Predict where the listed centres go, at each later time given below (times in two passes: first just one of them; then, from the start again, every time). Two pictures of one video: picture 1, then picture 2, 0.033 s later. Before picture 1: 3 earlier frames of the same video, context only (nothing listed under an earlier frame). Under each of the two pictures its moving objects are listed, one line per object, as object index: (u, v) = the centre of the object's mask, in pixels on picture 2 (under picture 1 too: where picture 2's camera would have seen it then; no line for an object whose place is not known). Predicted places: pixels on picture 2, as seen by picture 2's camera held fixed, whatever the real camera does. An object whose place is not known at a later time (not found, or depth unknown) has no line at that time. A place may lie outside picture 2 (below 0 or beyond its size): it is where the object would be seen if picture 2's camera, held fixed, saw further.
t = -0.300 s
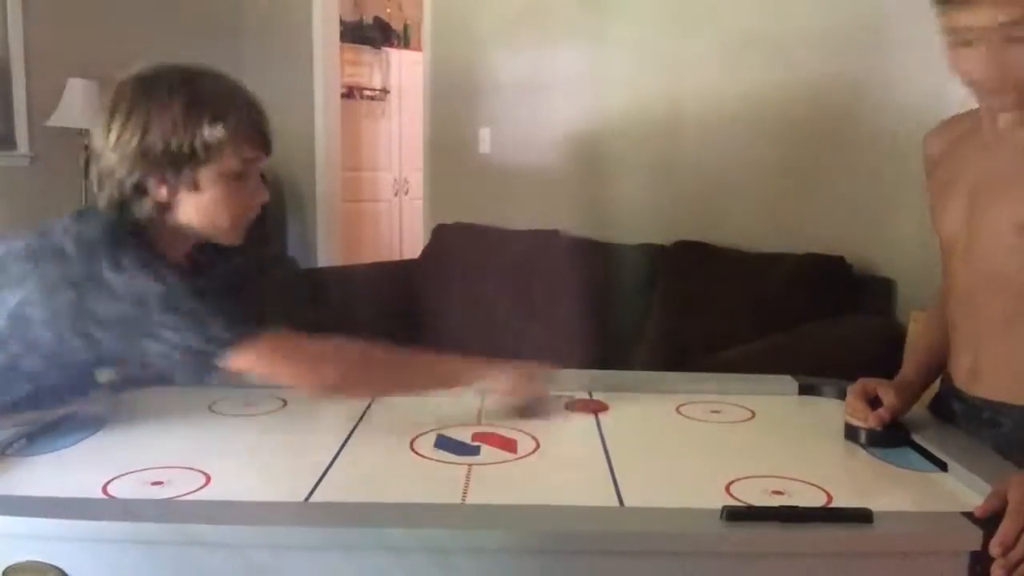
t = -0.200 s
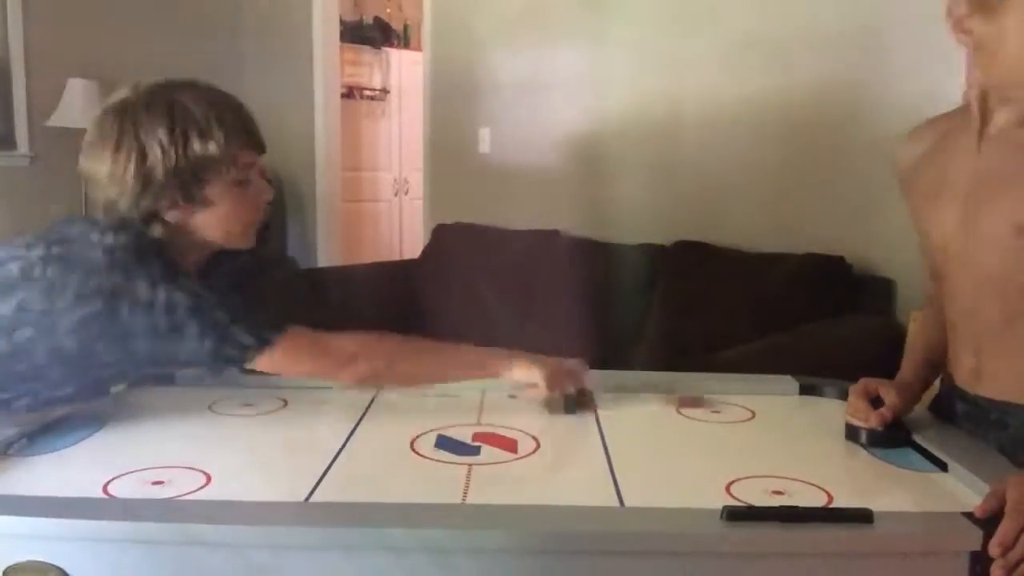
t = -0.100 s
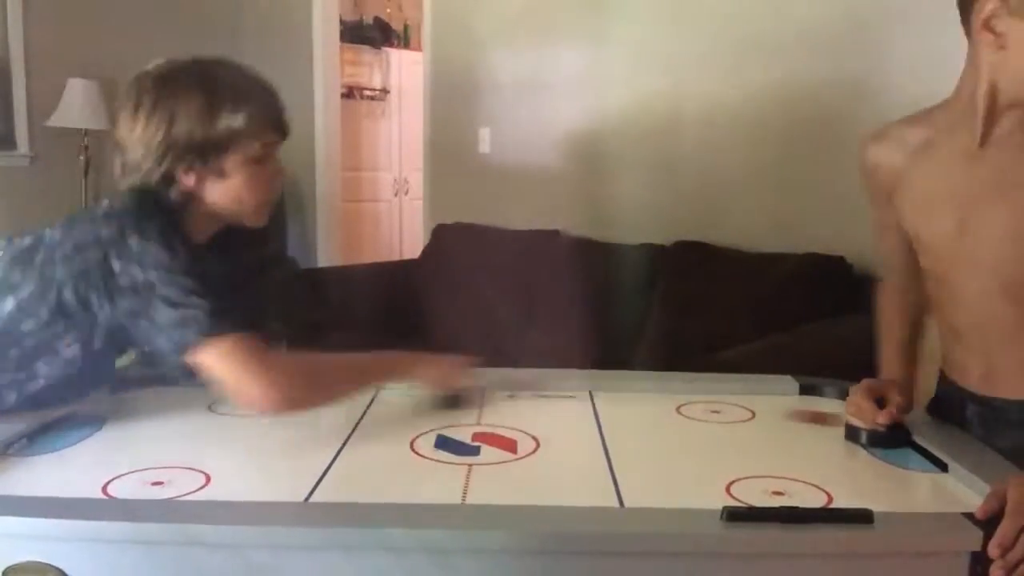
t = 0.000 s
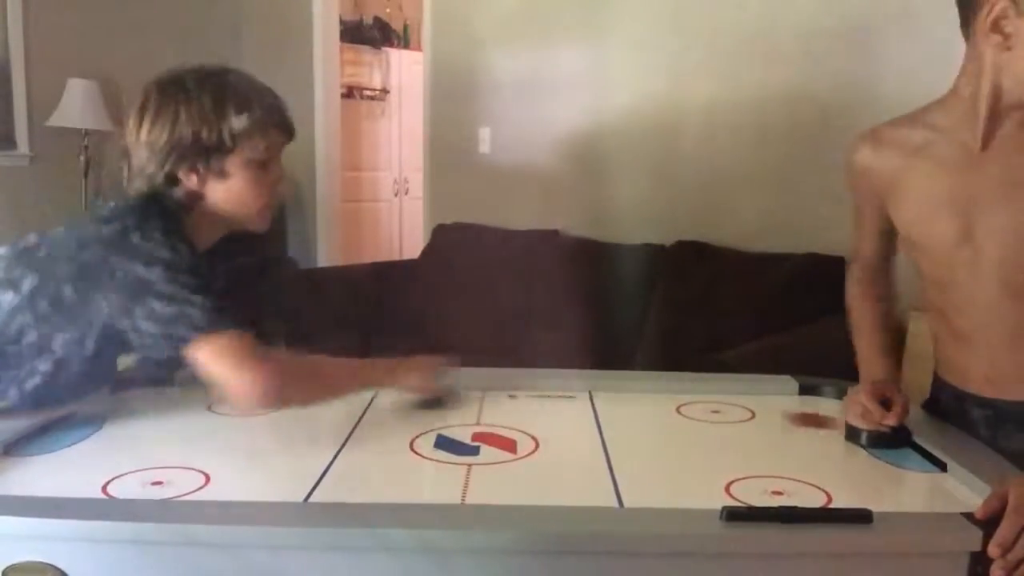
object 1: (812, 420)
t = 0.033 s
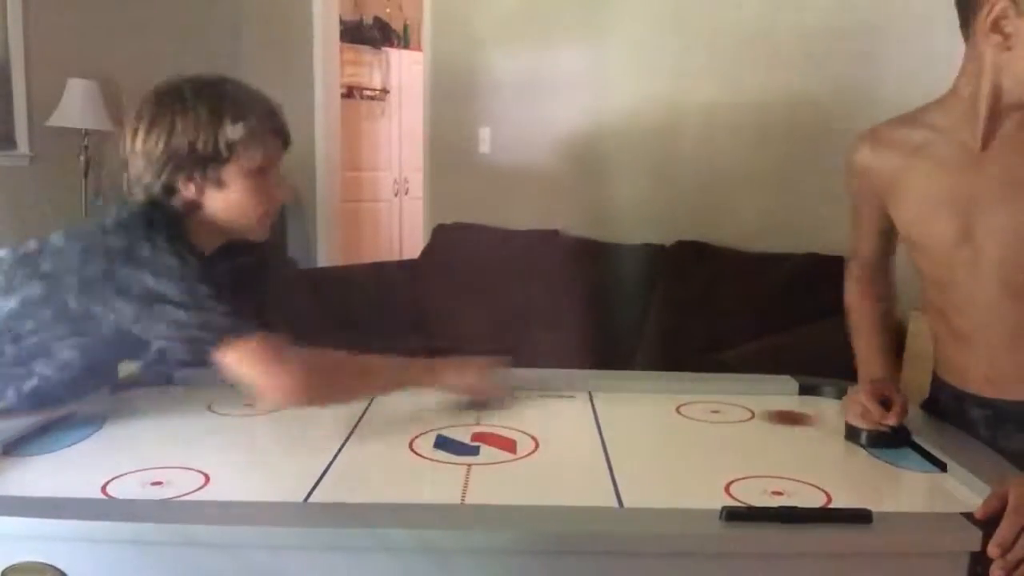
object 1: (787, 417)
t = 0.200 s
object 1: (673, 407)
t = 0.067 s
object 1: (764, 416)
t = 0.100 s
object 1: (739, 414)
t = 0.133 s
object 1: (716, 411)
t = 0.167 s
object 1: (695, 409)
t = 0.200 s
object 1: (673, 407)
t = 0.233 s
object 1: (651, 405)
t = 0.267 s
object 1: (629, 403)
